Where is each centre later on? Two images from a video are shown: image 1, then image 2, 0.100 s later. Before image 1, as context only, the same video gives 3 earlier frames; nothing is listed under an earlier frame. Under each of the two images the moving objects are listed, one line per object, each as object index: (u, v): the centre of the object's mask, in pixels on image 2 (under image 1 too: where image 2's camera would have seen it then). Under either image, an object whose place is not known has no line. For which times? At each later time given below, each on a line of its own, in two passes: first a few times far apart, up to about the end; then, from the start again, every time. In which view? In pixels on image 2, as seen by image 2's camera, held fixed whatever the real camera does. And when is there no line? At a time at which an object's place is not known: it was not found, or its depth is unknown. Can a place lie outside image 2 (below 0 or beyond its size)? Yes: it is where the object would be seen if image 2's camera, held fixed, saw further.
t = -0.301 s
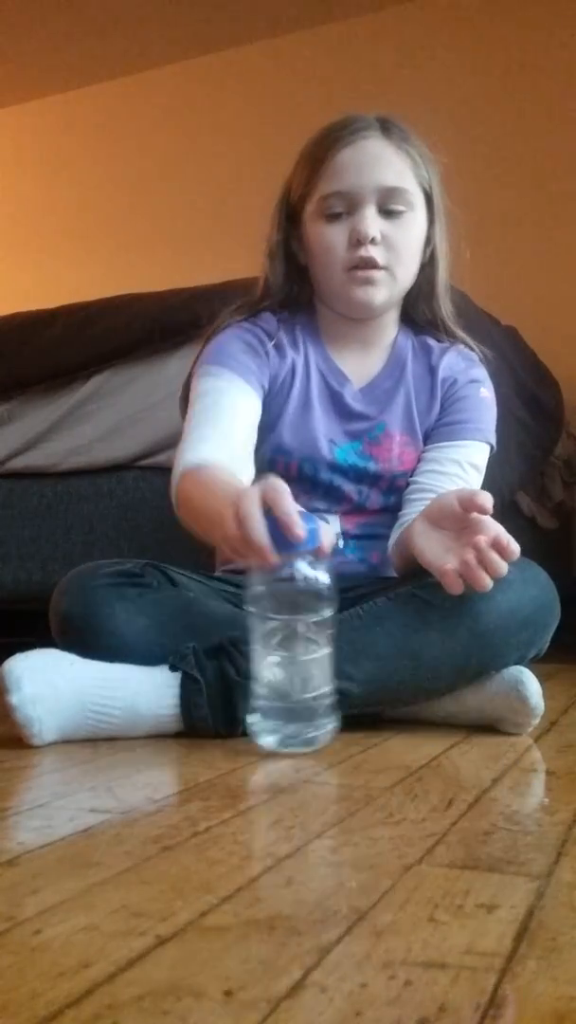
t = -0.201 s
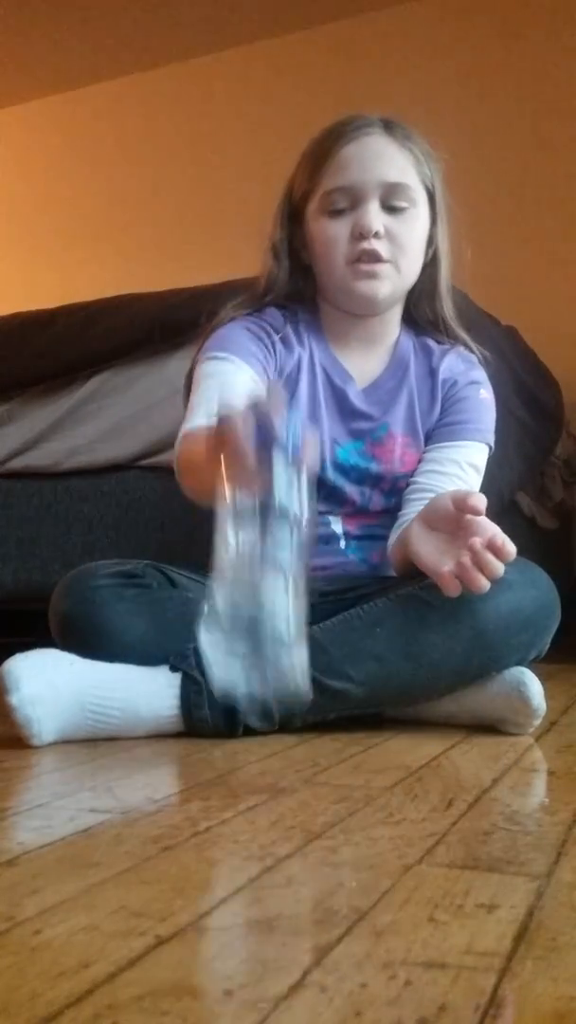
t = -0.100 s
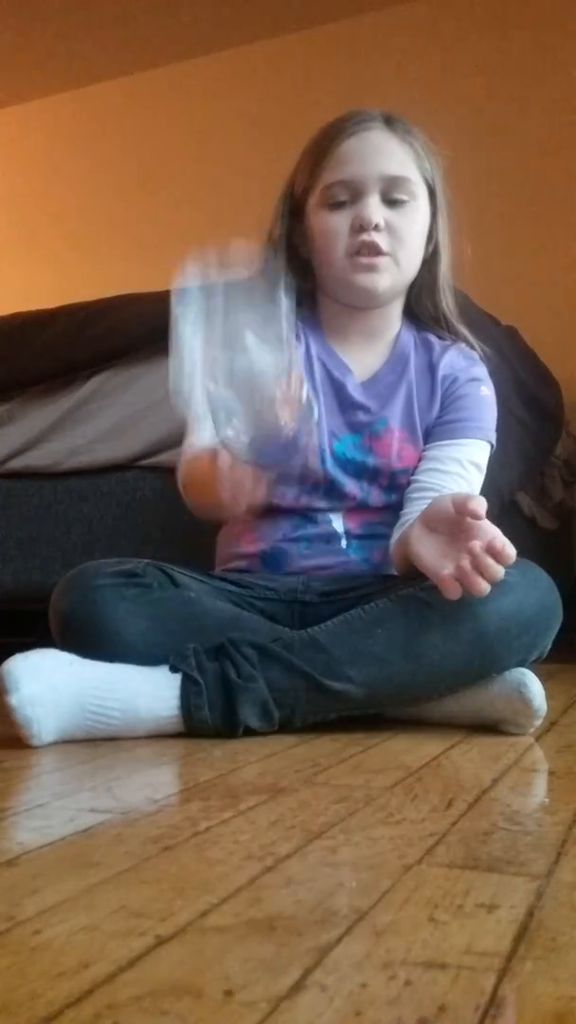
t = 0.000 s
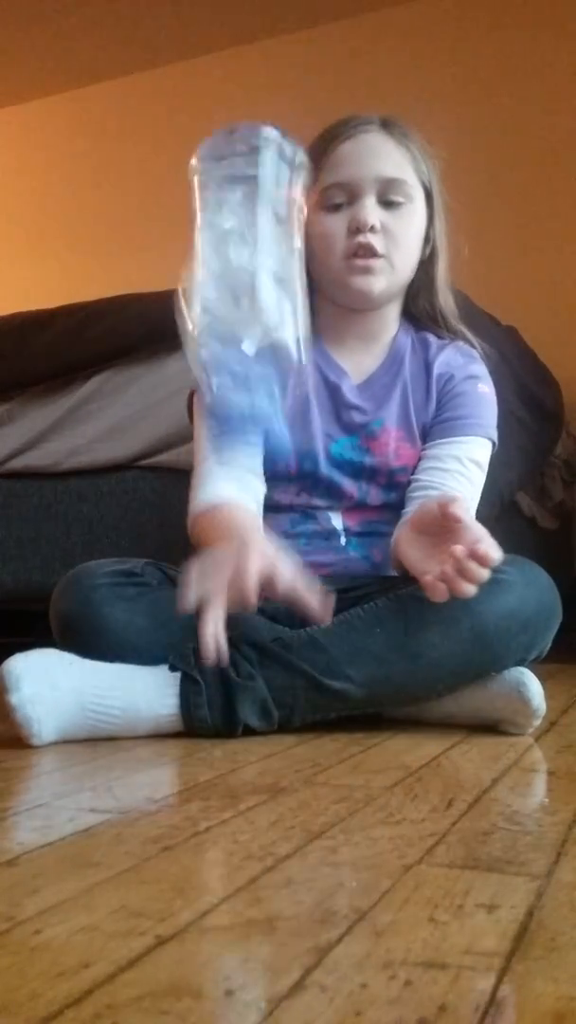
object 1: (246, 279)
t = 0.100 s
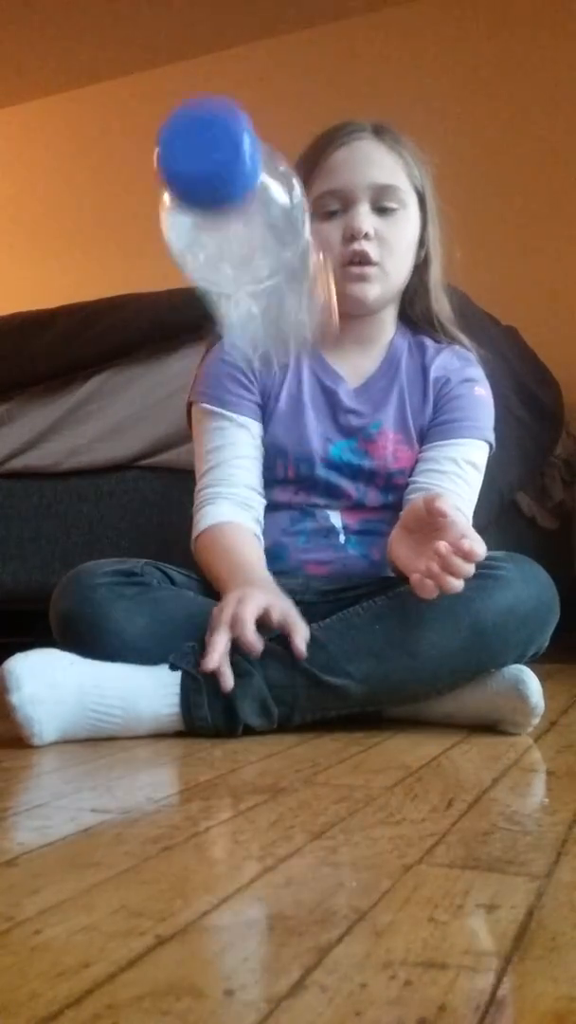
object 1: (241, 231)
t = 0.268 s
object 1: (292, 677)
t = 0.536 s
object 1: (398, 775)
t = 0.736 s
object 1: (470, 783)
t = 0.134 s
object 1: (248, 271)
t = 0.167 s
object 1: (255, 333)
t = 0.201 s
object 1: (267, 450)
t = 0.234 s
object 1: (277, 602)
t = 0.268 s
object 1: (292, 677)
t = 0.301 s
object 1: (309, 671)
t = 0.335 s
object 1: (325, 701)
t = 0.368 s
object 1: (336, 718)
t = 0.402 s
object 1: (348, 750)
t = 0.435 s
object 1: (361, 772)
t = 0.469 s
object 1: (377, 773)
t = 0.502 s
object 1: (388, 774)
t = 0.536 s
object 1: (398, 775)
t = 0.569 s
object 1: (407, 776)
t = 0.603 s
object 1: (419, 778)
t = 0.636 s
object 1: (433, 779)
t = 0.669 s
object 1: (447, 780)
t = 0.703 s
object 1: (458, 781)
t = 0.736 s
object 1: (470, 783)
